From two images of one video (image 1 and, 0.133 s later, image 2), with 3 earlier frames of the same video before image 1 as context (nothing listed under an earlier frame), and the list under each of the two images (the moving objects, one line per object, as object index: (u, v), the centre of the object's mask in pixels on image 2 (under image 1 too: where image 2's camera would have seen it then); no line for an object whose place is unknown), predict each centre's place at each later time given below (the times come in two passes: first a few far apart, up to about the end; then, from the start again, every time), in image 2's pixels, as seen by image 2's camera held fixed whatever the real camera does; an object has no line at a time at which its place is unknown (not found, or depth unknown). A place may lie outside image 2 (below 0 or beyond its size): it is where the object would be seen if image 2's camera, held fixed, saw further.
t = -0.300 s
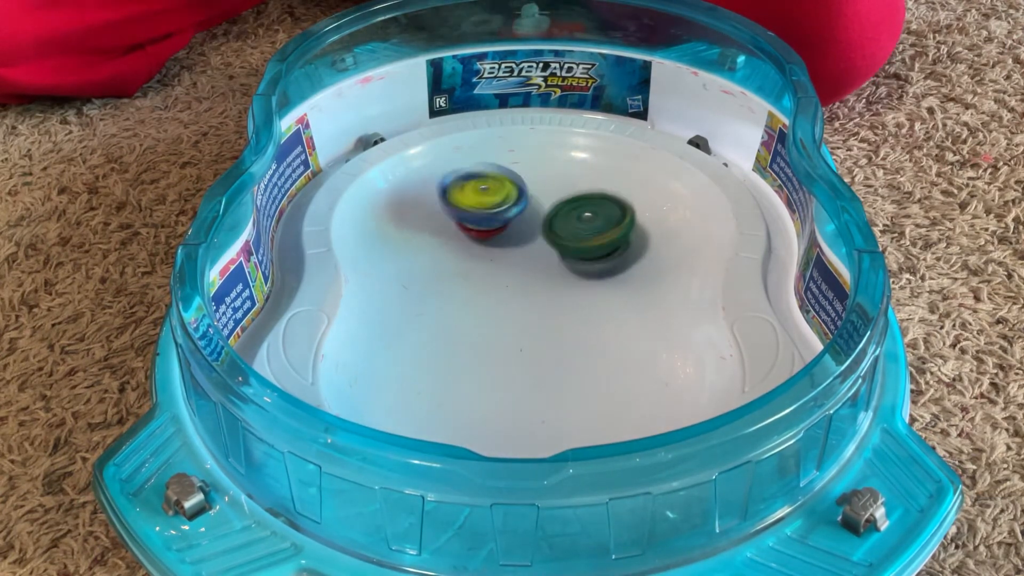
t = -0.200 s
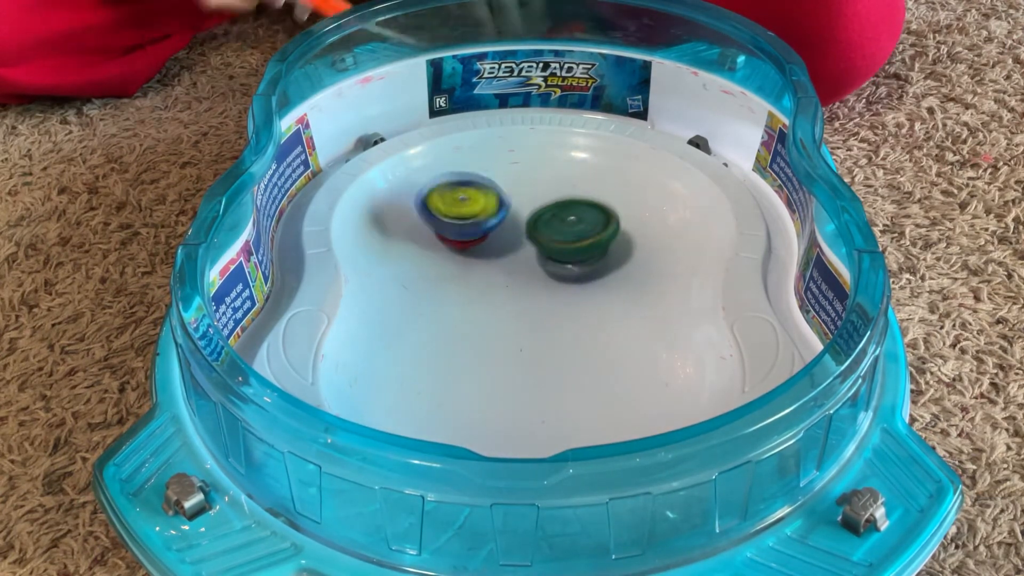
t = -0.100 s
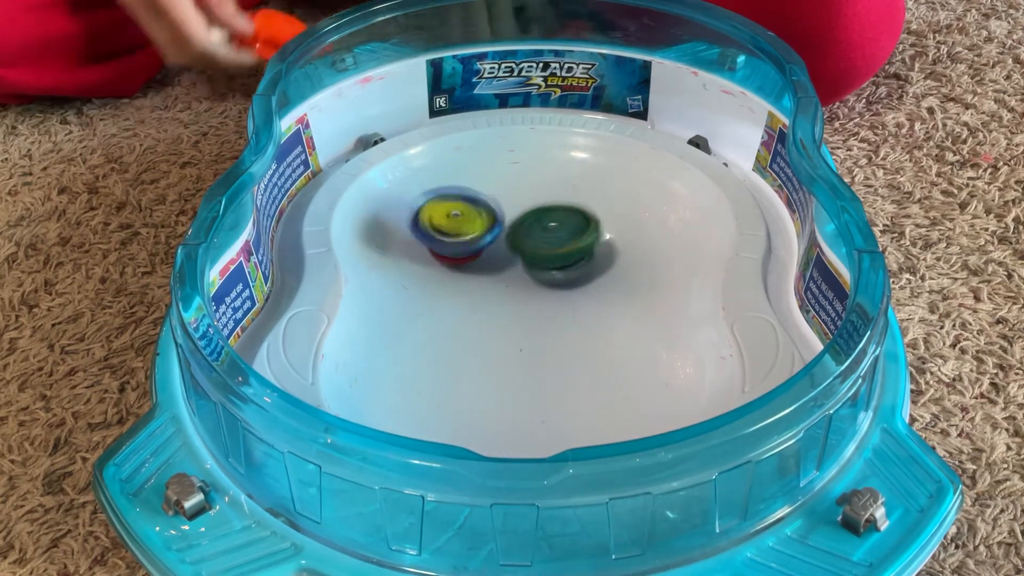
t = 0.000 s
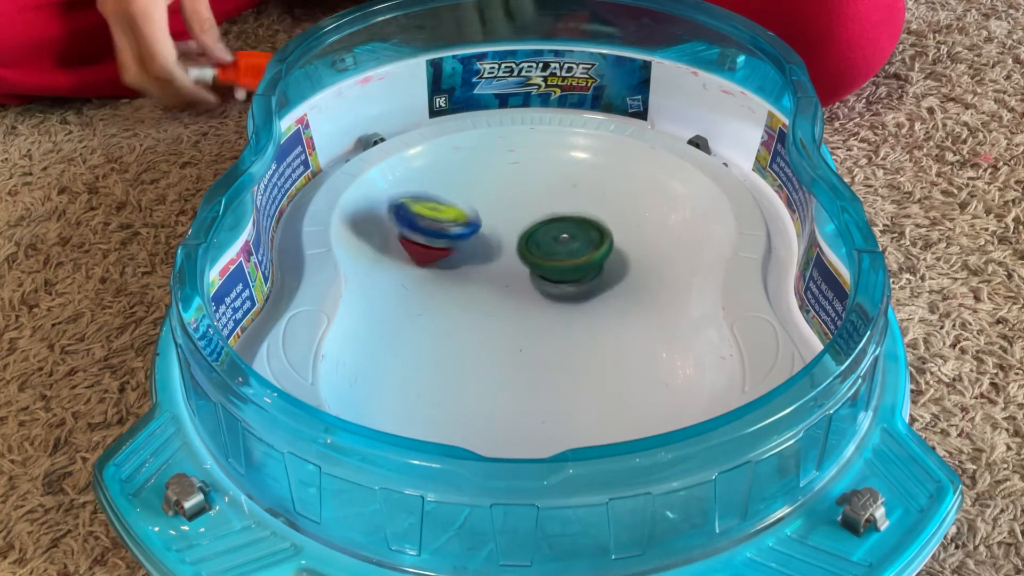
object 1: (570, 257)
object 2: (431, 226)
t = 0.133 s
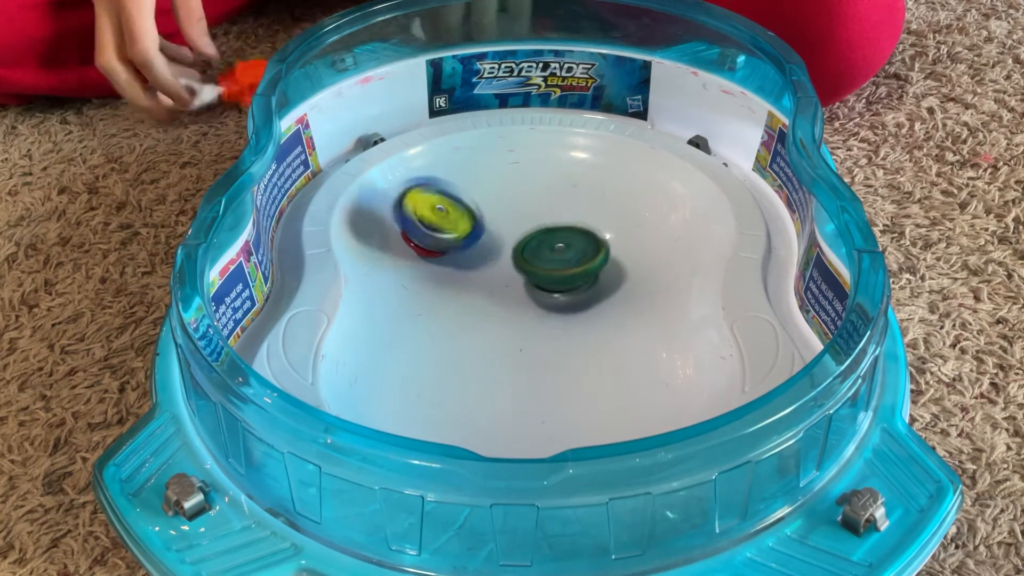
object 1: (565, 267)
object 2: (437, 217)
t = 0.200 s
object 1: (558, 271)
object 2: (448, 216)
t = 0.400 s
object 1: (539, 297)
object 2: (516, 207)
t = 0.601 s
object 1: (518, 336)
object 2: (587, 214)
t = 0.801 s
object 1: (494, 372)
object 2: (616, 239)
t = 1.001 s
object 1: (472, 390)
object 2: (570, 255)
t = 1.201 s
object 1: (499, 389)
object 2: (487, 238)
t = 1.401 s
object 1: (529, 365)
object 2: (458, 203)
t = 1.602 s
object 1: (561, 324)
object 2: (491, 204)
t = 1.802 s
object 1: (583, 288)
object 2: (569, 218)
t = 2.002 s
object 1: (557, 312)
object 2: (645, 170)
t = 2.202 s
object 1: (519, 327)
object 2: (578, 220)
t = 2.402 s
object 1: (478, 326)
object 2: (538, 262)
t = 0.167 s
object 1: (561, 269)
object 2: (442, 216)
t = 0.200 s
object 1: (558, 271)
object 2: (448, 216)
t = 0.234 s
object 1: (557, 272)
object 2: (454, 215)
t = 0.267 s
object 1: (552, 275)
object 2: (466, 216)
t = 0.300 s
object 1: (548, 278)
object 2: (477, 217)
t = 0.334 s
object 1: (543, 279)
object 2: (489, 215)
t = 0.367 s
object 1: (542, 288)
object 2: (501, 212)
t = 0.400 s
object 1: (539, 297)
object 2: (516, 207)
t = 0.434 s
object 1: (537, 305)
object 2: (530, 206)
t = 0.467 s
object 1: (536, 312)
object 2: (542, 207)
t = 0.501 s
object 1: (533, 318)
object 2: (554, 208)
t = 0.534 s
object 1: (529, 326)
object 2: (567, 209)
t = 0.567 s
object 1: (523, 332)
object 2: (577, 212)
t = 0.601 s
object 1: (518, 336)
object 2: (587, 214)
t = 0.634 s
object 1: (520, 344)
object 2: (598, 217)
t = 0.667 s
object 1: (515, 350)
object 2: (604, 221)
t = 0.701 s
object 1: (509, 356)
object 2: (610, 225)
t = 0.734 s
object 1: (506, 360)
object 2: (614, 230)
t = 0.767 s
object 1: (500, 366)
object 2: (614, 235)
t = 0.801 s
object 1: (494, 372)
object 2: (616, 239)
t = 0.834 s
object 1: (490, 376)
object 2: (613, 244)
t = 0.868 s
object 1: (478, 376)
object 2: (610, 248)
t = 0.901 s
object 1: (474, 381)
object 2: (604, 249)
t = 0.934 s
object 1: (471, 386)
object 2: (593, 252)
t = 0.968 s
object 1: (471, 388)
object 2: (583, 255)
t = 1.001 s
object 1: (472, 390)
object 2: (570, 255)
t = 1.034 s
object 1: (474, 394)
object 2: (554, 254)
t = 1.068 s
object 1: (478, 395)
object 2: (539, 253)
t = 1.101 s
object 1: (483, 393)
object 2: (524, 251)
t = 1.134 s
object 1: (489, 393)
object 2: (511, 247)
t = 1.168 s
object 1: (493, 393)
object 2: (498, 243)
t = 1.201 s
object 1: (499, 389)
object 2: (487, 238)
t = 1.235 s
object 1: (505, 385)
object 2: (478, 233)
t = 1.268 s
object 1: (508, 382)
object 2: (471, 226)
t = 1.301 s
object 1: (511, 378)
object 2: (464, 218)
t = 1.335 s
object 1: (517, 368)
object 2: (460, 213)
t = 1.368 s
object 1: (521, 362)
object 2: (459, 208)
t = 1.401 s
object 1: (529, 365)
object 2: (458, 203)
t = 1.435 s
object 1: (535, 358)
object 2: (460, 200)
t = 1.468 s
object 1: (540, 352)
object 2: (464, 199)
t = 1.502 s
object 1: (544, 345)
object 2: (468, 198)
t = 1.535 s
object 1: (549, 338)
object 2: (475, 199)
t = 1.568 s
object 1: (556, 331)
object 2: (481, 202)
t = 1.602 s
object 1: (561, 324)
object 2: (491, 204)
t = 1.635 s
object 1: (566, 316)
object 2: (503, 208)
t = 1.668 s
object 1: (573, 308)
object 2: (513, 213)
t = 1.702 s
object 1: (577, 300)
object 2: (524, 217)
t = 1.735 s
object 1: (581, 291)
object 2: (534, 220)
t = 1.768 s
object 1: (586, 284)
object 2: (544, 223)
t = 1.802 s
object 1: (583, 288)
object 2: (569, 218)
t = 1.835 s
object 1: (576, 294)
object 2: (599, 214)
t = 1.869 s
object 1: (574, 297)
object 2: (621, 206)
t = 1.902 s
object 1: (569, 302)
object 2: (638, 194)
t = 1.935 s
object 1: (567, 304)
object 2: (645, 180)
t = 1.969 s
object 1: (562, 308)
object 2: (647, 171)
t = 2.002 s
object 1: (557, 312)
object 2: (645, 170)
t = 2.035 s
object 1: (553, 314)
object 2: (639, 174)
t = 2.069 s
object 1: (546, 318)
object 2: (629, 183)
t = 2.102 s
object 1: (541, 320)
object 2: (615, 194)
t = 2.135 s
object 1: (533, 324)
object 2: (599, 203)
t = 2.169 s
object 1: (526, 325)
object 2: (586, 210)
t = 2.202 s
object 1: (519, 327)
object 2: (578, 220)
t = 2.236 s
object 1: (506, 327)
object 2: (569, 229)
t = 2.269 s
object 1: (500, 325)
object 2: (559, 238)
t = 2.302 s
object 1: (492, 327)
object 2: (551, 245)
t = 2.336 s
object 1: (488, 326)
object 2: (546, 251)
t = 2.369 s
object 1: (481, 326)
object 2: (543, 257)
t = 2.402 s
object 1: (478, 326)
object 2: (538, 262)
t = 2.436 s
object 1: (475, 326)
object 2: (535, 268)
